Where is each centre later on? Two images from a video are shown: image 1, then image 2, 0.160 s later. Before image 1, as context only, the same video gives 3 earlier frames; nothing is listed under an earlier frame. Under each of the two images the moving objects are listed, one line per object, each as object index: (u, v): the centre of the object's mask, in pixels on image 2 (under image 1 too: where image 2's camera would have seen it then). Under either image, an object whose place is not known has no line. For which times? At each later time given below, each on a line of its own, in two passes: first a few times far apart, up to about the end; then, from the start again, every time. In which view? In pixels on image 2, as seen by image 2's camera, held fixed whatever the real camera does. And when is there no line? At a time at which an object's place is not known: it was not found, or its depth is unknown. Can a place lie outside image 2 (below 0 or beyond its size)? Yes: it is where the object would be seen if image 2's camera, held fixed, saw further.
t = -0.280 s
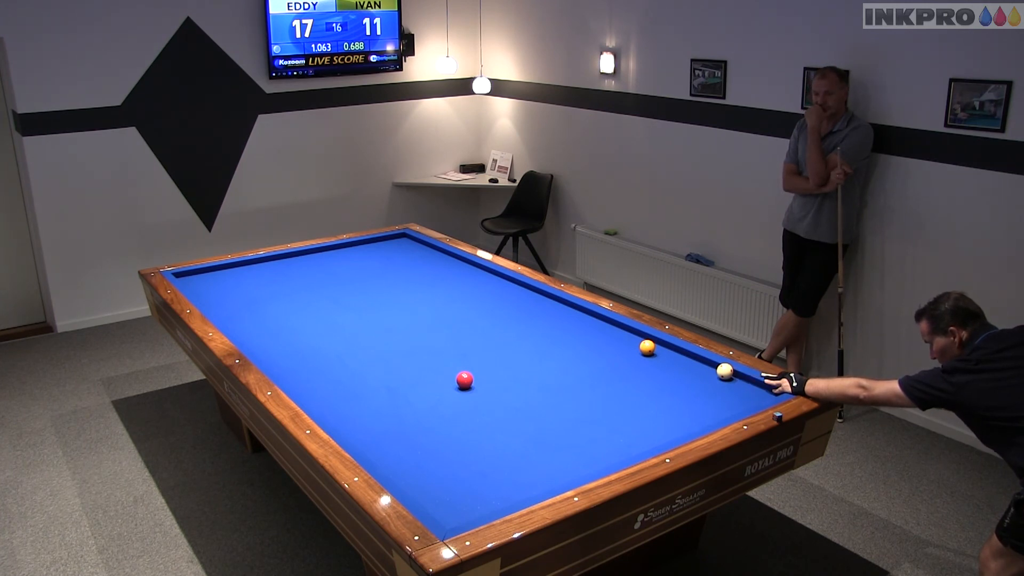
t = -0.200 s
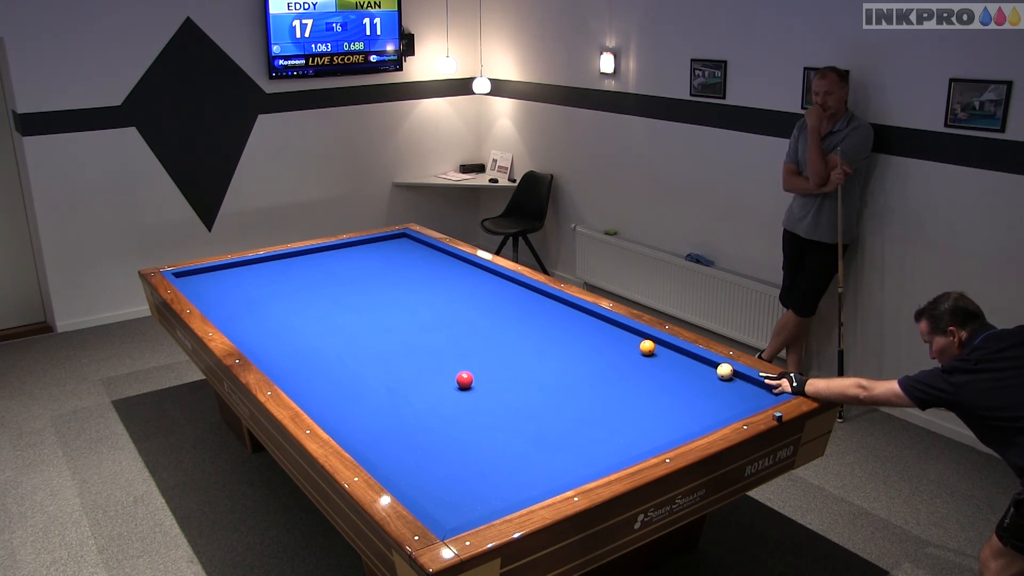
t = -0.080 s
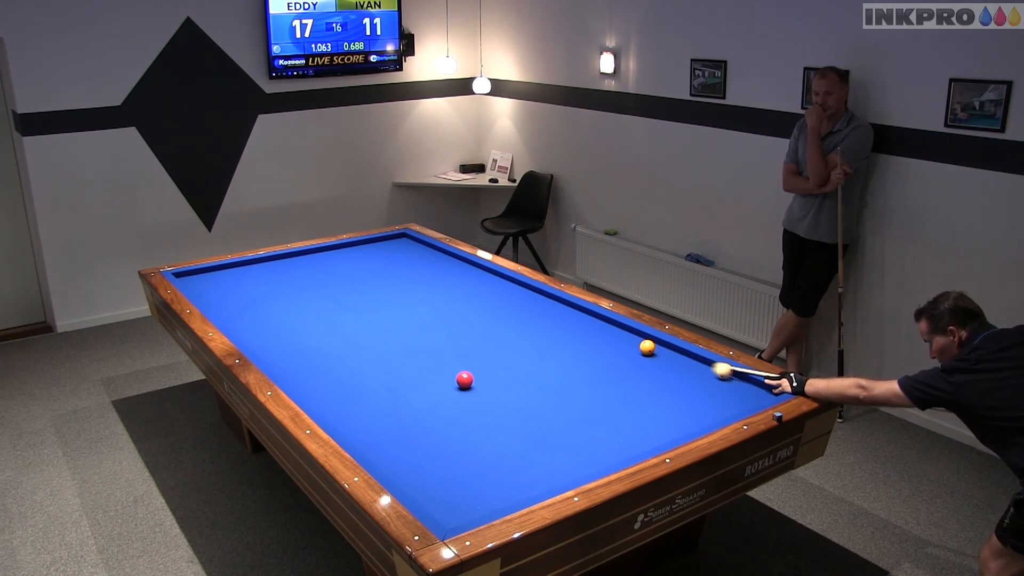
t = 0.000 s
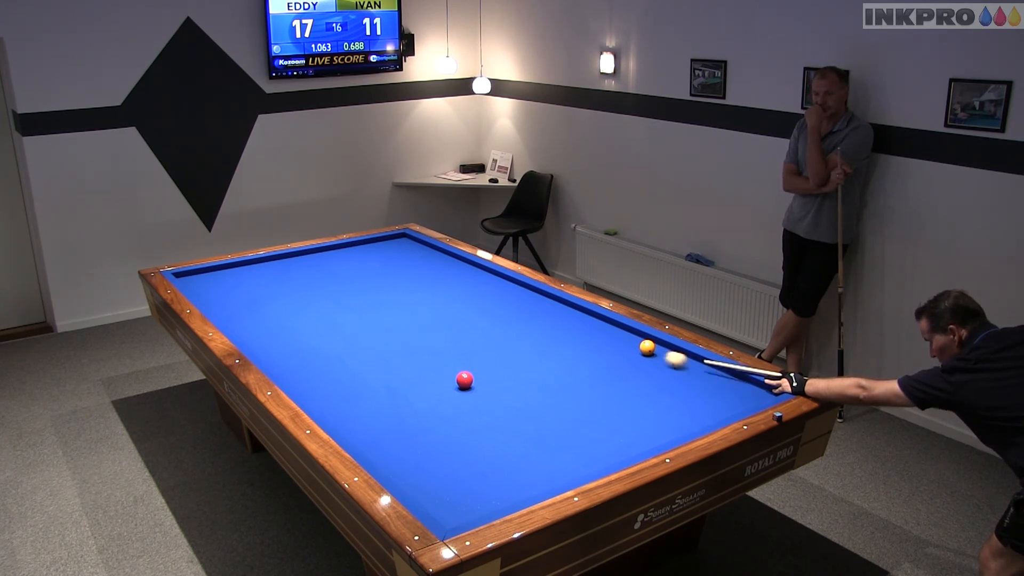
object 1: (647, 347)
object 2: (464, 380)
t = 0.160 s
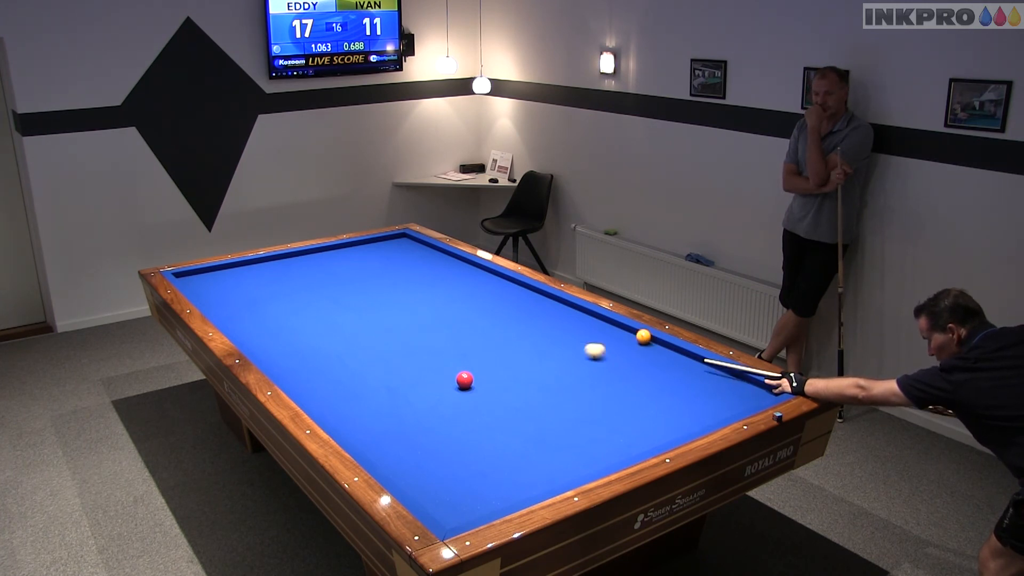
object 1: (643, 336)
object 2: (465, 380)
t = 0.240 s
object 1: (631, 334)
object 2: (464, 380)
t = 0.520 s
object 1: (593, 329)
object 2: (464, 380)
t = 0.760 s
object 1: (562, 325)
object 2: (465, 380)
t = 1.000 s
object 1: (533, 321)
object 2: (465, 380)
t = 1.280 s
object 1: (500, 317)
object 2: (464, 380)
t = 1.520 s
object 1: (473, 313)
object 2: (464, 380)
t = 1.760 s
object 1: (447, 310)
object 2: (464, 380)
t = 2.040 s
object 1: (418, 306)
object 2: (464, 380)
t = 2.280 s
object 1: (395, 302)
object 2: (465, 380)
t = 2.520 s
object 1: (373, 299)
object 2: (465, 380)
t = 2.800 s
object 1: (349, 296)
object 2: (464, 380)
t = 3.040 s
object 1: (329, 293)
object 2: (465, 380)
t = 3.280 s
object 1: (310, 290)
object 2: (464, 380)
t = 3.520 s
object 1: (292, 288)
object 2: (464, 380)
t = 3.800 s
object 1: (272, 285)
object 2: (465, 380)
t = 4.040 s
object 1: (256, 283)
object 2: (464, 380)
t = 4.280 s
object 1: (241, 280)
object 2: (464, 380)
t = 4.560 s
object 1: (224, 278)
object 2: (464, 380)
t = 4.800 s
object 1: (210, 276)
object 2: (453, 386)
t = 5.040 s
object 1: (197, 274)
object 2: (439, 395)
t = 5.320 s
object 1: (184, 273)
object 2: (421, 406)
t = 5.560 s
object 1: (181, 276)
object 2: (406, 415)
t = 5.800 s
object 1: (187, 277)
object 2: (391, 423)
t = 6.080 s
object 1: (193, 278)
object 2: (373, 434)
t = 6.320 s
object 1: (199, 279)
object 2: (364, 441)
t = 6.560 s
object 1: (205, 280)
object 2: (377, 441)
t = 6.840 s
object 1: (211, 282)
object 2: (391, 440)
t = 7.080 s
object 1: (216, 282)
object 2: (403, 439)
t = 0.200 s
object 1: (638, 335)
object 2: (464, 380)
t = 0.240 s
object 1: (631, 334)
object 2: (464, 380)
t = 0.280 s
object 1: (626, 334)
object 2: (464, 380)
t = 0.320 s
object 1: (620, 333)
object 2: (464, 380)
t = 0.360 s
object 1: (615, 332)
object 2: (464, 380)
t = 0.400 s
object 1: (610, 331)
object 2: (464, 380)
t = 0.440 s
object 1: (604, 331)
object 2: (464, 380)
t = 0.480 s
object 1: (599, 330)
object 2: (464, 380)
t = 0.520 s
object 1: (593, 329)
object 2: (464, 380)
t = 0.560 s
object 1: (588, 329)
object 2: (464, 380)
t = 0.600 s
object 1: (583, 328)
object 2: (464, 380)
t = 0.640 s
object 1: (578, 327)
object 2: (465, 380)
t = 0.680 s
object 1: (573, 326)
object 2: (464, 380)
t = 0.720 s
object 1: (567, 326)
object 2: (464, 380)
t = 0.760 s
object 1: (562, 325)
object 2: (465, 380)
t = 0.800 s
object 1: (557, 324)
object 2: (464, 380)
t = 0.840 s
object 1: (553, 324)
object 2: (465, 380)
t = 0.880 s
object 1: (547, 323)
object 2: (464, 380)
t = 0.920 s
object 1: (542, 322)
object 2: (464, 380)
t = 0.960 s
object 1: (538, 322)
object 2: (464, 380)
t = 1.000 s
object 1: (533, 321)
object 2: (465, 380)
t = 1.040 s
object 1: (528, 320)
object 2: (465, 380)
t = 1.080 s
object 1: (523, 320)
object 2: (464, 380)
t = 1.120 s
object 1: (518, 319)
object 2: (465, 380)
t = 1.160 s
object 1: (514, 318)
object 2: (464, 380)
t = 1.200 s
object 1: (509, 318)
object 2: (465, 380)
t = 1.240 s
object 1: (504, 317)
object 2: (464, 380)
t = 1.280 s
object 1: (500, 317)
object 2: (464, 380)
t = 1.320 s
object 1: (495, 316)
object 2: (464, 380)
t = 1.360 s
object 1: (491, 315)
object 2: (465, 380)
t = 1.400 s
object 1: (486, 315)
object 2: (464, 380)
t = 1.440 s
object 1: (482, 314)
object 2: (465, 380)
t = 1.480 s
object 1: (477, 314)
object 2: (464, 380)
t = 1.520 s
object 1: (473, 313)
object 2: (464, 380)
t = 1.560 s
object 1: (468, 312)
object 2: (464, 380)
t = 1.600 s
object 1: (464, 312)
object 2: (465, 380)
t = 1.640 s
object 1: (460, 311)
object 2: (464, 380)
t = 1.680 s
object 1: (455, 311)
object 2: (465, 380)
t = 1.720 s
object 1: (451, 310)
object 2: (464, 380)
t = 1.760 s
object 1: (447, 310)
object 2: (464, 380)
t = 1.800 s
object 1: (443, 309)
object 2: (465, 380)
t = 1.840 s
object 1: (439, 308)
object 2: (464, 380)
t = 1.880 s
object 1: (435, 308)
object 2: (465, 380)
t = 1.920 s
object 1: (430, 307)
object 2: (465, 380)
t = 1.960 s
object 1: (426, 307)
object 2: (465, 380)
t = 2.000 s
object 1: (422, 306)
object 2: (464, 380)
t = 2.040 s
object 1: (418, 306)
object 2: (464, 380)
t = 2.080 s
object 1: (415, 305)
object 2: (465, 380)
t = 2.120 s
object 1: (411, 304)
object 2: (464, 380)
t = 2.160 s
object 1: (407, 304)
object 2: (465, 380)
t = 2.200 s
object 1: (403, 303)
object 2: (465, 380)
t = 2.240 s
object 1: (399, 303)
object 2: (464, 380)
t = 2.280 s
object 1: (395, 302)
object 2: (465, 380)
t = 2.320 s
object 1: (392, 302)
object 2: (465, 380)
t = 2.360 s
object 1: (388, 301)
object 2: (465, 380)
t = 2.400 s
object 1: (384, 301)
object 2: (464, 380)
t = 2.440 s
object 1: (380, 300)
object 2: (465, 380)
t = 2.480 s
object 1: (377, 300)
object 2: (464, 380)
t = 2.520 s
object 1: (373, 299)
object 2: (465, 380)
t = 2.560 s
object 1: (370, 299)
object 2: (464, 380)
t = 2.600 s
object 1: (366, 298)
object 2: (465, 380)
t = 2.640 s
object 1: (363, 297)
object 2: (464, 380)
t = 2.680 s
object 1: (359, 297)
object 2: (465, 380)
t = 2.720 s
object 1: (356, 297)
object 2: (464, 380)
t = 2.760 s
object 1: (352, 296)
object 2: (465, 380)
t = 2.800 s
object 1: (349, 296)
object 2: (464, 380)
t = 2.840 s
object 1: (346, 295)
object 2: (465, 380)
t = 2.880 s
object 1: (342, 295)
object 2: (465, 380)
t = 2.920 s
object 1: (339, 294)
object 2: (465, 380)
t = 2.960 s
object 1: (335, 294)
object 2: (464, 380)
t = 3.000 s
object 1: (332, 294)
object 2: (465, 380)
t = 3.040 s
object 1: (329, 293)
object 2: (465, 380)
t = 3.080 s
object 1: (326, 293)
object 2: (465, 380)
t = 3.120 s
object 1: (323, 292)
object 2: (464, 380)
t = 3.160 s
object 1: (319, 292)
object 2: (464, 380)
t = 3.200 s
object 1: (316, 291)
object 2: (465, 380)
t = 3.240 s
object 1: (313, 290)
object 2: (464, 380)
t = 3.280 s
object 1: (310, 290)
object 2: (464, 380)
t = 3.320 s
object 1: (307, 290)
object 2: (465, 380)
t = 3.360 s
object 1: (304, 289)
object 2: (465, 380)
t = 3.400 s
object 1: (301, 289)
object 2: (465, 380)
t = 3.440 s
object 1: (298, 288)
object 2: (464, 380)
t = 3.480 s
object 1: (295, 288)
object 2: (464, 380)
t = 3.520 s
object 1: (292, 288)
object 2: (464, 380)
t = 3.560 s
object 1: (289, 287)
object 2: (465, 380)
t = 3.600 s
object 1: (287, 287)
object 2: (465, 380)
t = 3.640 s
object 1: (284, 286)
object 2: (464, 380)
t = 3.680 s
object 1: (281, 286)
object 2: (465, 380)
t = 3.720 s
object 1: (278, 286)
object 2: (464, 380)
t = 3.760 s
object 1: (275, 285)
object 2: (464, 380)
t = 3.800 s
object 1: (272, 285)
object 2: (465, 380)
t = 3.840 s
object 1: (270, 284)
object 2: (464, 380)
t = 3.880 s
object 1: (267, 284)
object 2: (464, 380)
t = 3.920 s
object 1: (264, 284)
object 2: (464, 380)
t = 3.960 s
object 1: (262, 283)
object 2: (464, 380)
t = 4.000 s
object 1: (259, 283)
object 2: (464, 380)
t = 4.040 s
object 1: (256, 283)
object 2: (464, 380)
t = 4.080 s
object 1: (254, 282)
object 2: (464, 380)
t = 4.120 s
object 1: (251, 282)
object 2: (464, 380)
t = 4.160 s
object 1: (248, 282)
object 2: (464, 380)
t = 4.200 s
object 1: (246, 281)
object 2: (464, 380)
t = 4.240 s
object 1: (243, 281)
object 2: (464, 380)
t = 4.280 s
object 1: (241, 280)
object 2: (464, 380)
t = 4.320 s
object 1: (238, 280)
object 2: (464, 380)
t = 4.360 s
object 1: (236, 280)
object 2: (464, 380)
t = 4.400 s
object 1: (233, 279)
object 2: (464, 380)
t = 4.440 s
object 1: (231, 279)
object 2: (464, 380)
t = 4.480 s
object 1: (229, 279)
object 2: (464, 380)
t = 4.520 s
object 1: (226, 279)
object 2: (464, 380)
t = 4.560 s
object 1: (224, 278)
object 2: (464, 380)
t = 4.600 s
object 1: (221, 278)
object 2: (464, 380)
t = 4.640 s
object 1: (219, 277)
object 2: (464, 381)
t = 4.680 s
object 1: (217, 277)
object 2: (461, 382)
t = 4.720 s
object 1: (214, 277)
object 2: (458, 384)
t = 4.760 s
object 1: (212, 276)
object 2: (456, 385)
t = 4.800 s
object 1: (210, 276)
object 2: (453, 386)
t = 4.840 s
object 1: (208, 276)
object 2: (451, 388)
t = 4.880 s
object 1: (205, 275)
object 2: (448, 389)
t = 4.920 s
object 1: (203, 275)
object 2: (446, 391)
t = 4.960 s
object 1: (201, 275)
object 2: (443, 392)
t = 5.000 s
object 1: (199, 275)
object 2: (441, 394)
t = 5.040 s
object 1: (197, 274)
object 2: (439, 395)
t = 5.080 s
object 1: (194, 274)
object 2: (436, 397)
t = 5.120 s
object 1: (192, 274)
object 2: (433, 398)
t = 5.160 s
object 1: (190, 274)
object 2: (431, 400)
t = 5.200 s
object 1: (188, 273)
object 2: (429, 401)
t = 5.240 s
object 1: (186, 273)
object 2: (426, 403)
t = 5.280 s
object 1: (184, 273)
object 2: (424, 404)
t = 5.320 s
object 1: (184, 273)
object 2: (421, 406)
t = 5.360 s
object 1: (183, 274)
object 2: (418, 407)
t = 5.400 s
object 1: (182, 274)
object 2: (416, 409)
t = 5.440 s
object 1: (181, 275)
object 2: (413, 410)
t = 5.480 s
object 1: (181, 275)
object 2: (411, 412)
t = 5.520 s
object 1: (180, 275)
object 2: (408, 413)
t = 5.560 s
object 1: (181, 276)
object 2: (406, 415)
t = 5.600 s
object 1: (182, 276)
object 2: (403, 416)
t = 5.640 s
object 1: (183, 276)
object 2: (401, 418)
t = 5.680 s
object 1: (184, 277)
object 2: (398, 419)
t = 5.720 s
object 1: (185, 277)
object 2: (396, 421)
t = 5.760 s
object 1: (186, 277)
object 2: (393, 422)
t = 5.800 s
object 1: (187, 277)
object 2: (391, 423)
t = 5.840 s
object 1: (187, 277)
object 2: (388, 425)
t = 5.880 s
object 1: (188, 278)
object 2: (386, 426)
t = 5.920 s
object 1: (189, 278)
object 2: (383, 428)
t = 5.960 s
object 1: (191, 278)
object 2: (381, 429)
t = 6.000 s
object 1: (191, 278)
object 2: (378, 431)
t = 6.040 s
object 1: (192, 278)
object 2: (376, 433)
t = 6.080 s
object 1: (193, 278)
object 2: (373, 434)
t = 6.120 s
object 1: (194, 279)
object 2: (371, 436)
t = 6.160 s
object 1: (195, 279)
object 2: (368, 437)
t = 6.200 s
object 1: (196, 279)
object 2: (366, 439)
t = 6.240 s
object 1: (197, 279)
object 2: (364, 440)
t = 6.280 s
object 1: (198, 279)
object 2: (362, 440)
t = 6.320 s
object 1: (199, 279)
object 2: (364, 441)
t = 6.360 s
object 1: (200, 280)
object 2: (366, 441)
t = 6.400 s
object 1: (201, 280)
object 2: (368, 441)
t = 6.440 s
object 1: (202, 280)
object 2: (370, 441)
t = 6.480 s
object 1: (203, 280)
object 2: (372, 441)
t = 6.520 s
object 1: (204, 280)
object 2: (374, 441)
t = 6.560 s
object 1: (205, 280)
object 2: (377, 441)
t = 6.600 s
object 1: (205, 281)
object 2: (379, 441)
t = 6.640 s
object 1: (206, 281)
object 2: (381, 441)
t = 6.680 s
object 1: (207, 281)
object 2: (383, 441)
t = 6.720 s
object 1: (208, 281)
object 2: (385, 440)
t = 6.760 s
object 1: (209, 281)
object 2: (387, 440)
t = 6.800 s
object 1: (210, 281)
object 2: (389, 440)
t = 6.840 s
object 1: (211, 282)
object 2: (391, 440)
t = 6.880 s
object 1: (211, 282)
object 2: (393, 440)
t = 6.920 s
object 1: (212, 282)
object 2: (395, 440)
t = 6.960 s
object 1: (213, 282)
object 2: (397, 440)
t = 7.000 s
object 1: (214, 282)
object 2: (399, 440)
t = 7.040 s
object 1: (215, 282)
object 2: (401, 440)
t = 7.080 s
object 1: (216, 282)
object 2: (403, 439)
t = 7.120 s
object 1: (216, 283)
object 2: (405, 439)
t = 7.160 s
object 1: (217, 282)
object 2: (407, 439)
